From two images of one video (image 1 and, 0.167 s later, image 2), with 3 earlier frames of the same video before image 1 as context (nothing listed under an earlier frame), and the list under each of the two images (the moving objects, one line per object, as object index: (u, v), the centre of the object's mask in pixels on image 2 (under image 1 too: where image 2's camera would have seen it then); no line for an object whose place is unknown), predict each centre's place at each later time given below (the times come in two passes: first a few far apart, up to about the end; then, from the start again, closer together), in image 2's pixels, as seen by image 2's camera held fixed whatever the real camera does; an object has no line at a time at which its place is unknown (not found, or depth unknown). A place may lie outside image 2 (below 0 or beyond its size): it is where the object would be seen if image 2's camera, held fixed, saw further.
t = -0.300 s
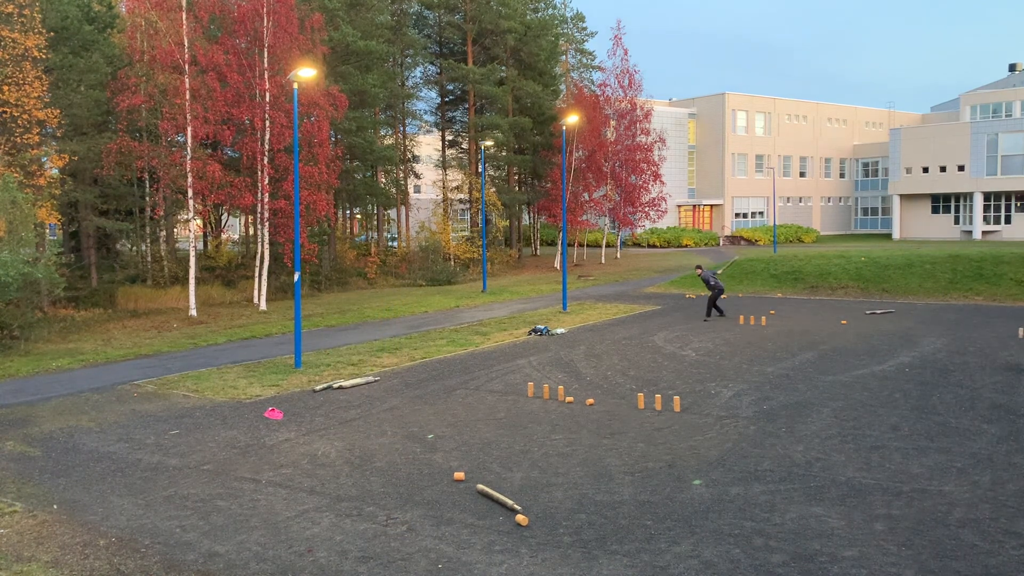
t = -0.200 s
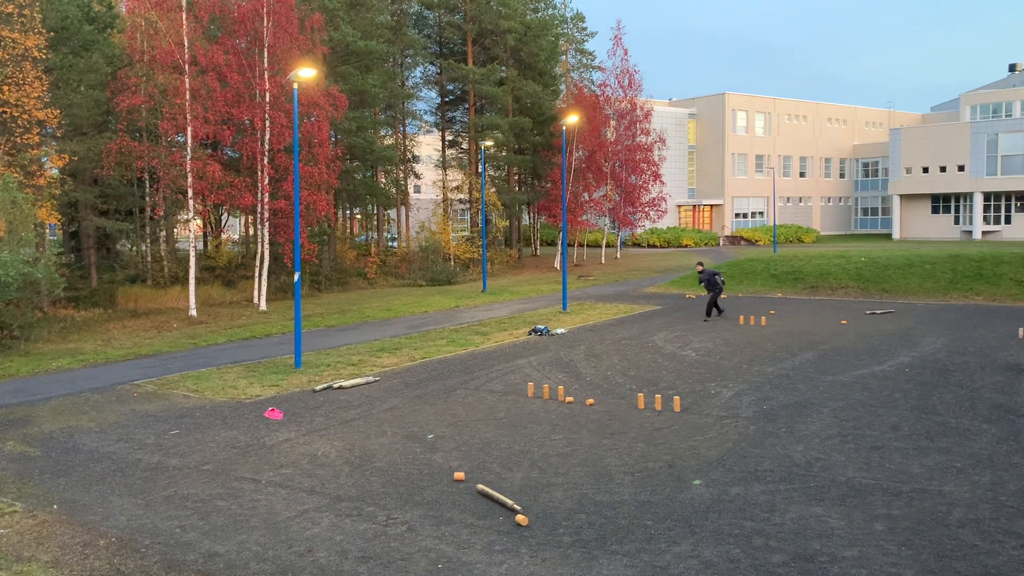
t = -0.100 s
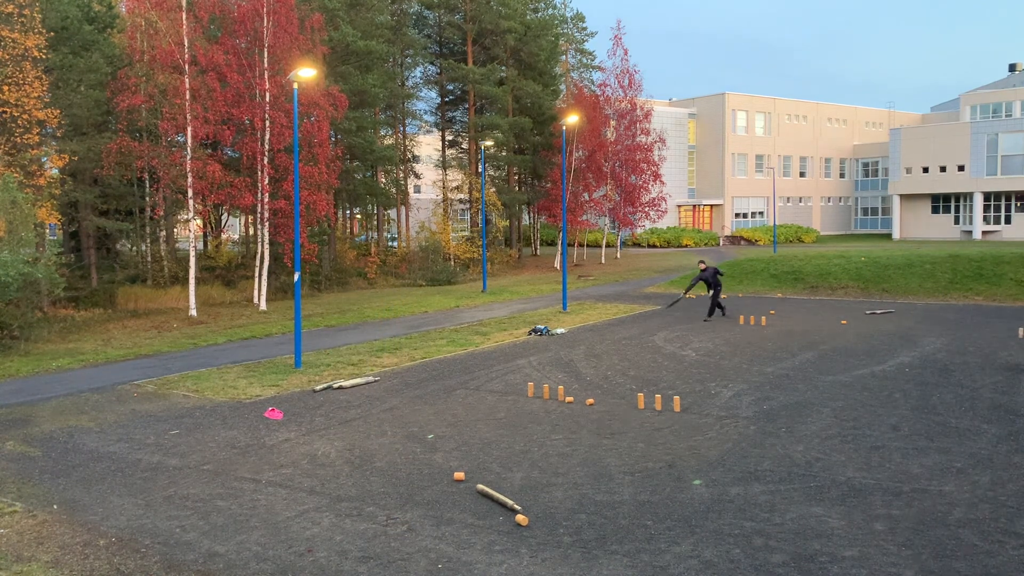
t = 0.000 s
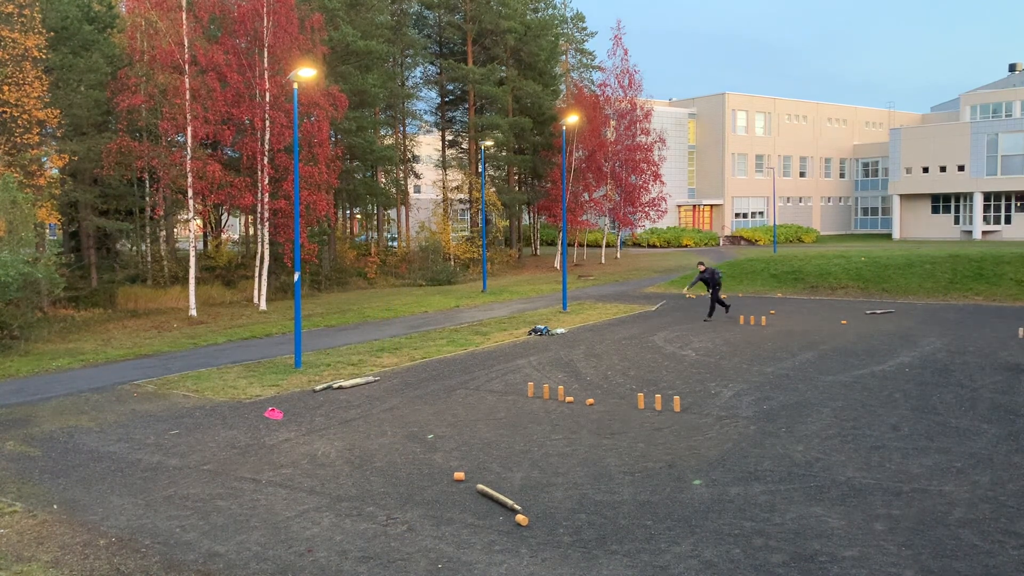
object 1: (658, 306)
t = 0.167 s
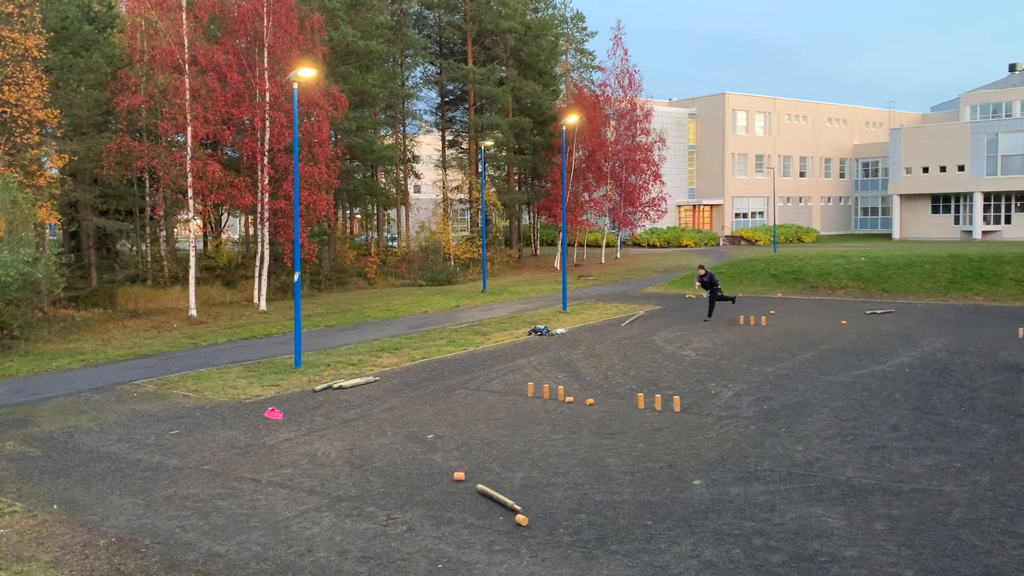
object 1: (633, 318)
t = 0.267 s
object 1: (614, 335)
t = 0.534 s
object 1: (555, 384)
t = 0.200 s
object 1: (627, 322)
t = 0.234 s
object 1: (621, 329)
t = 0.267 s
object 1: (614, 335)
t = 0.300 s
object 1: (606, 343)
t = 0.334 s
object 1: (600, 350)
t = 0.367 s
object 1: (590, 361)
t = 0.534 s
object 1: (555, 384)
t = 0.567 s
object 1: (546, 390)
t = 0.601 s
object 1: (540, 389)
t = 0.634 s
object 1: (539, 389)
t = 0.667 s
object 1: (535, 393)
